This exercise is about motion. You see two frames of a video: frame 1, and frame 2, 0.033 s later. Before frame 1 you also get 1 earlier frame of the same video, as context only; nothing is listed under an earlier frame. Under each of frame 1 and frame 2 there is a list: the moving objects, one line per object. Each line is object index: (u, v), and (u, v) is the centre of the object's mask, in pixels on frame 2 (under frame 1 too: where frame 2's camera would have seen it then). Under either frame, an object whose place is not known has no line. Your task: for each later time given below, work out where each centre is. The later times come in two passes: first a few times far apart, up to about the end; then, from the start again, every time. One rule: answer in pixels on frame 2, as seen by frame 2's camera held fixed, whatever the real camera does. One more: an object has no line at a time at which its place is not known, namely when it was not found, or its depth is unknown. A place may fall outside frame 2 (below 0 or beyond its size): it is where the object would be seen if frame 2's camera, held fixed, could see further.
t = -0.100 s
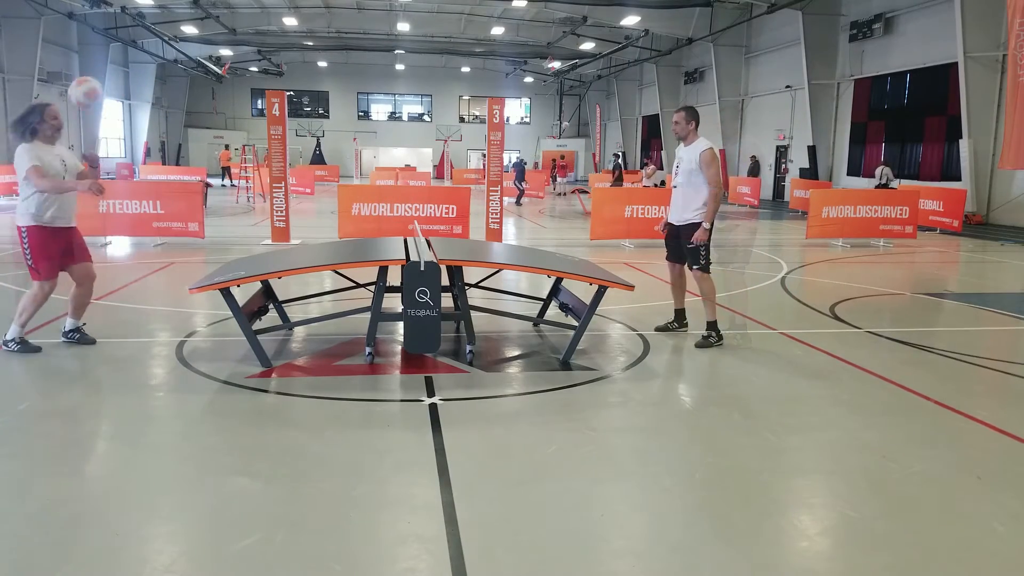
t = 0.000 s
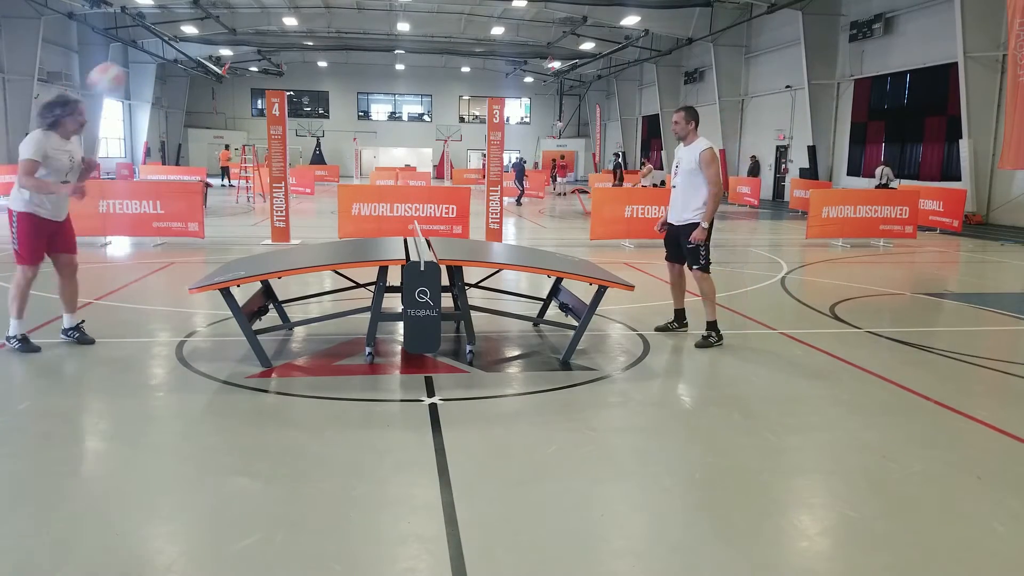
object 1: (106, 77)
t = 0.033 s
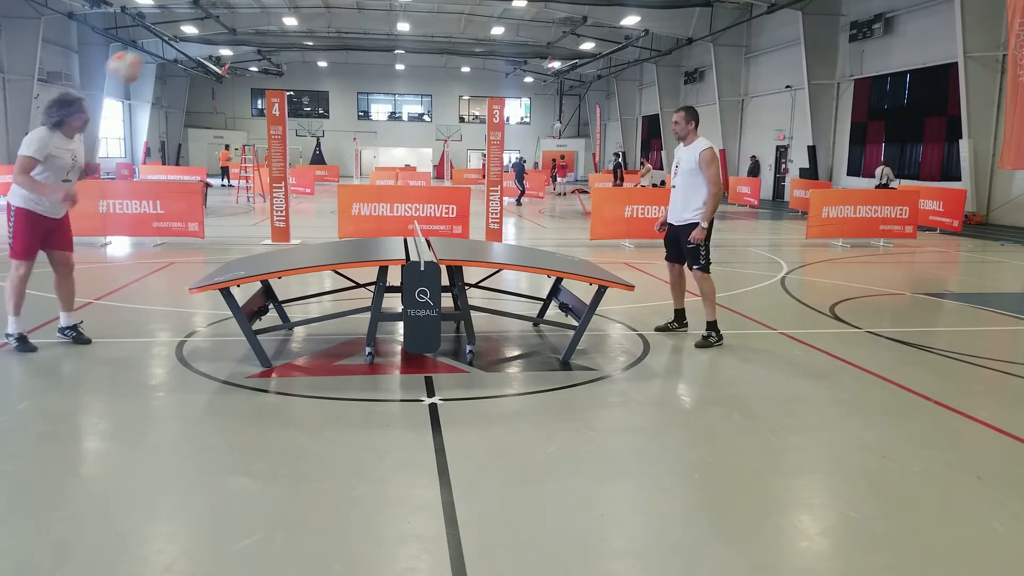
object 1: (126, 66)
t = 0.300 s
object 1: (269, 26)
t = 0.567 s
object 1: (413, 83)
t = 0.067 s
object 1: (143, 56)
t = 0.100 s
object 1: (161, 47)
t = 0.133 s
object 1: (179, 41)
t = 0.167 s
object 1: (198, 33)
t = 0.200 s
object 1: (216, 29)
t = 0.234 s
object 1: (233, 27)
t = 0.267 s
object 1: (251, 25)
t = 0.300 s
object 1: (269, 26)
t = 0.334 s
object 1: (288, 27)
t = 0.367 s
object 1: (307, 31)
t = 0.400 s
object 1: (324, 36)
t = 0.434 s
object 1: (342, 42)
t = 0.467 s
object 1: (360, 50)
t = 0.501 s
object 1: (377, 60)
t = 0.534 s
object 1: (395, 70)
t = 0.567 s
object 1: (413, 83)
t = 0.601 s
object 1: (431, 98)
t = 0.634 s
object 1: (447, 114)
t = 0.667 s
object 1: (464, 131)
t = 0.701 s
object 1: (481, 148)
